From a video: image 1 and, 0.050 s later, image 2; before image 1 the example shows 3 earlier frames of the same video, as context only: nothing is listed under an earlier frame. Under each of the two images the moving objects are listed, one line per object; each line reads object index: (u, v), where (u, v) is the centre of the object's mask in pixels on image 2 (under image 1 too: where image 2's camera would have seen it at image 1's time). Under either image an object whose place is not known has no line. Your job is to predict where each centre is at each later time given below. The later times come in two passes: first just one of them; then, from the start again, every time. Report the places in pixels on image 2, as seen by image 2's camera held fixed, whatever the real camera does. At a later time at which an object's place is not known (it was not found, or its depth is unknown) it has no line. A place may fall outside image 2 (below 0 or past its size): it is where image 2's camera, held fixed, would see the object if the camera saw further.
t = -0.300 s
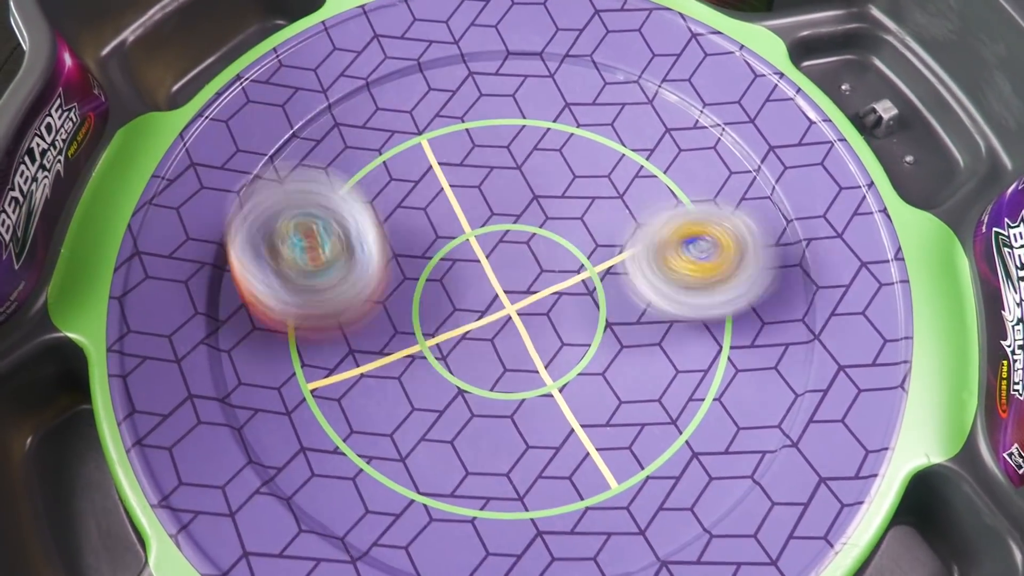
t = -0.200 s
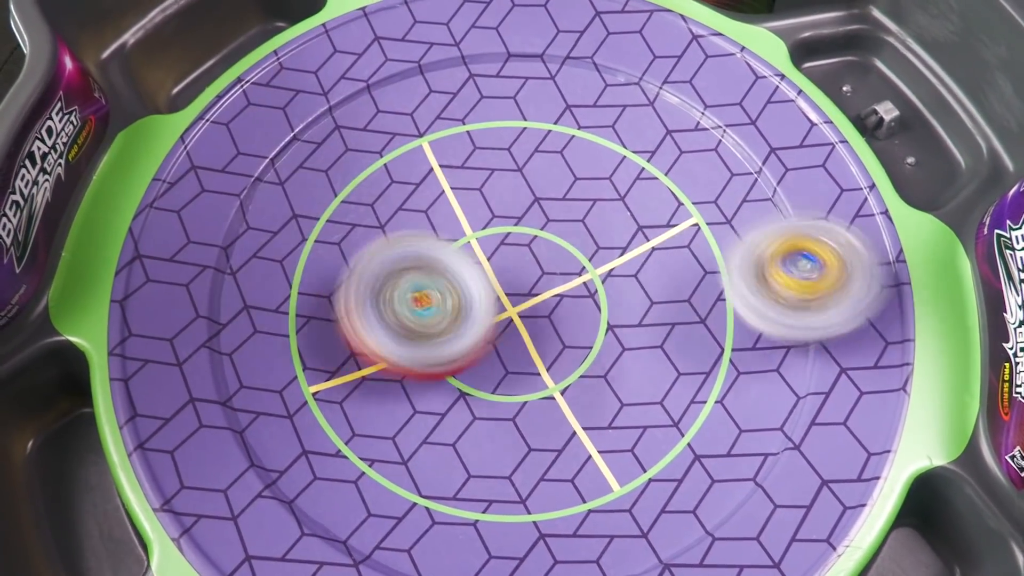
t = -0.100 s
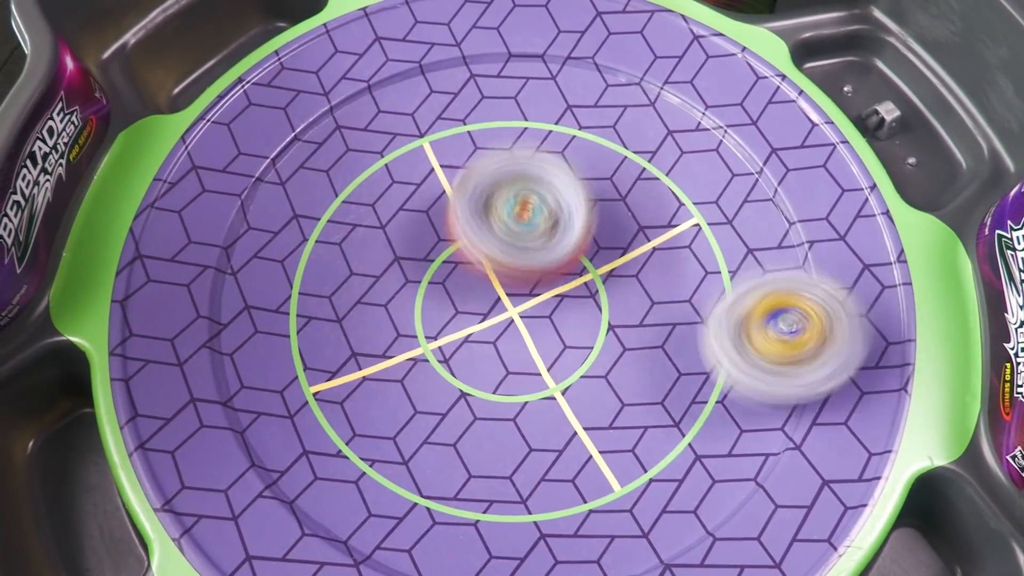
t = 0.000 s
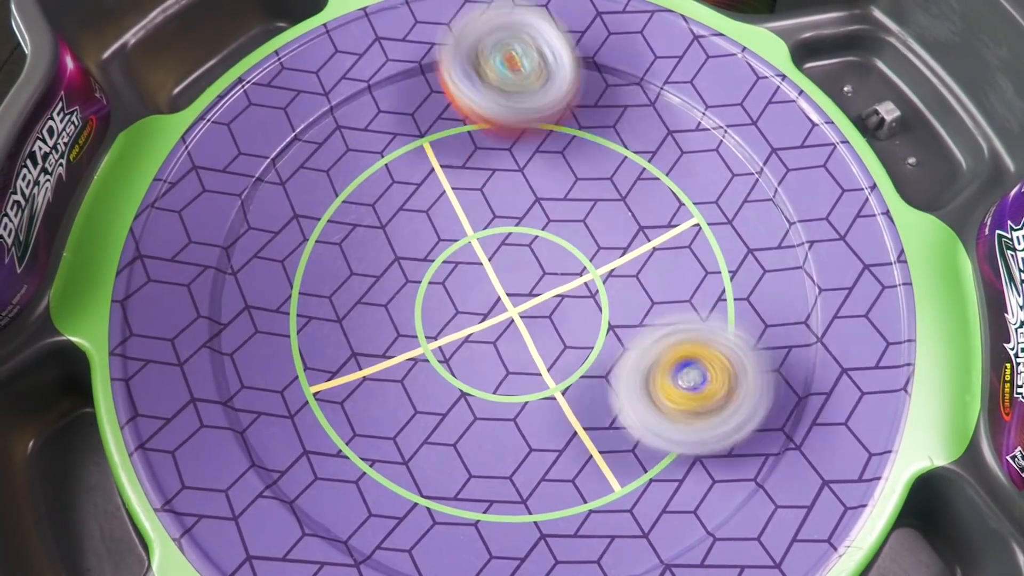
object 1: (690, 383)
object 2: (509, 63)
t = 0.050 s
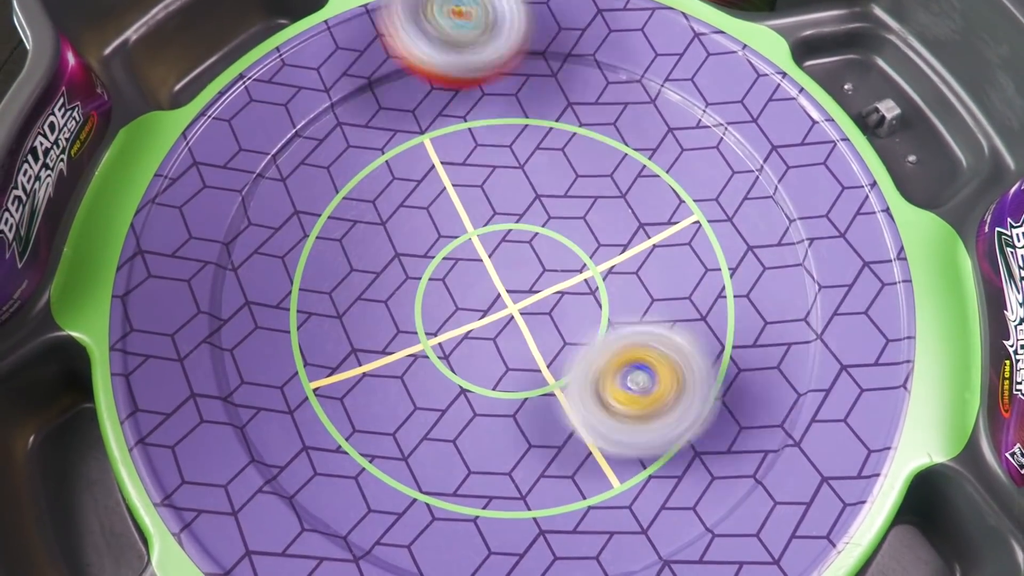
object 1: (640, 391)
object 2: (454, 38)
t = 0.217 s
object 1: (512, 300)
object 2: (248, 39)
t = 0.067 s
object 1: (624, 388)
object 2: (434, 38)
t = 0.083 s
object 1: (606, 381)
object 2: (411, 41)
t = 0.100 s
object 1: (591, 374)
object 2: (390, 45)
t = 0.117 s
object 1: (576, 366)
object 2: (368, 43)
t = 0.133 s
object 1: (562, 359)
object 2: (348, 40)
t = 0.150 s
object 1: (550, 352)
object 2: (328, 37)
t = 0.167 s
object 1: (539, 339)
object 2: (306, 35)
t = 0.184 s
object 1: (528, 328)
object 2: (284, 34)
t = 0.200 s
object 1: (520, 313)
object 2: (264, 36)
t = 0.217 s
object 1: (512, 300)
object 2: (248, 39)
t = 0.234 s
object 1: (504, 286)
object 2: (234, 39)
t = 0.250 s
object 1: (499, 271)
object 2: (223, 39)
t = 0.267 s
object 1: (495, 255)
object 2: (214, 40)
